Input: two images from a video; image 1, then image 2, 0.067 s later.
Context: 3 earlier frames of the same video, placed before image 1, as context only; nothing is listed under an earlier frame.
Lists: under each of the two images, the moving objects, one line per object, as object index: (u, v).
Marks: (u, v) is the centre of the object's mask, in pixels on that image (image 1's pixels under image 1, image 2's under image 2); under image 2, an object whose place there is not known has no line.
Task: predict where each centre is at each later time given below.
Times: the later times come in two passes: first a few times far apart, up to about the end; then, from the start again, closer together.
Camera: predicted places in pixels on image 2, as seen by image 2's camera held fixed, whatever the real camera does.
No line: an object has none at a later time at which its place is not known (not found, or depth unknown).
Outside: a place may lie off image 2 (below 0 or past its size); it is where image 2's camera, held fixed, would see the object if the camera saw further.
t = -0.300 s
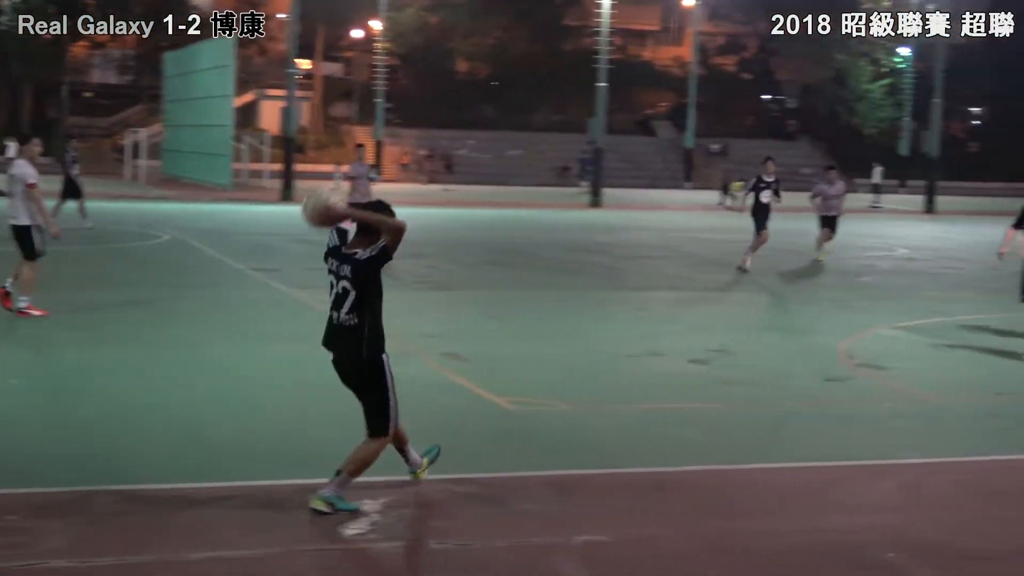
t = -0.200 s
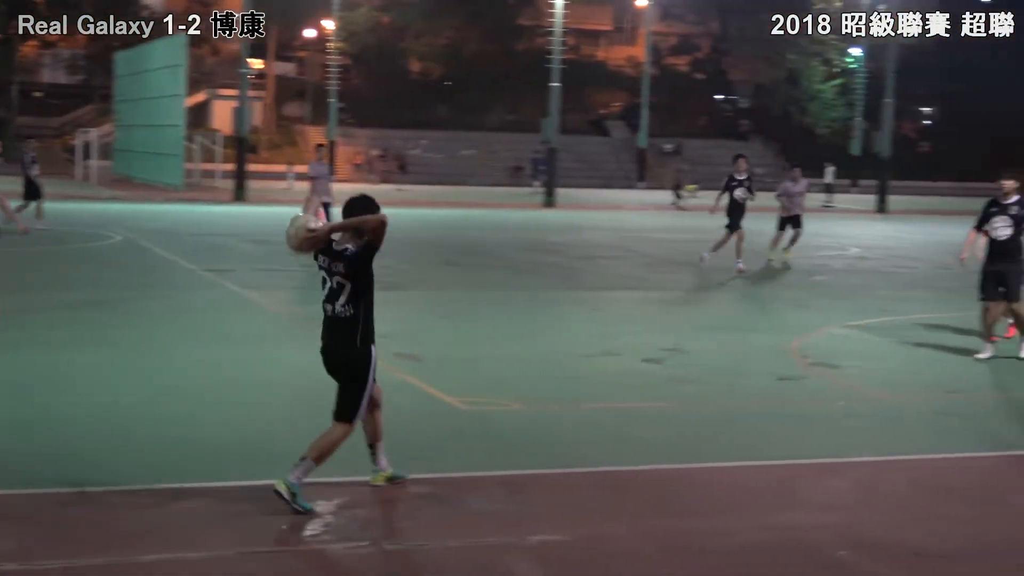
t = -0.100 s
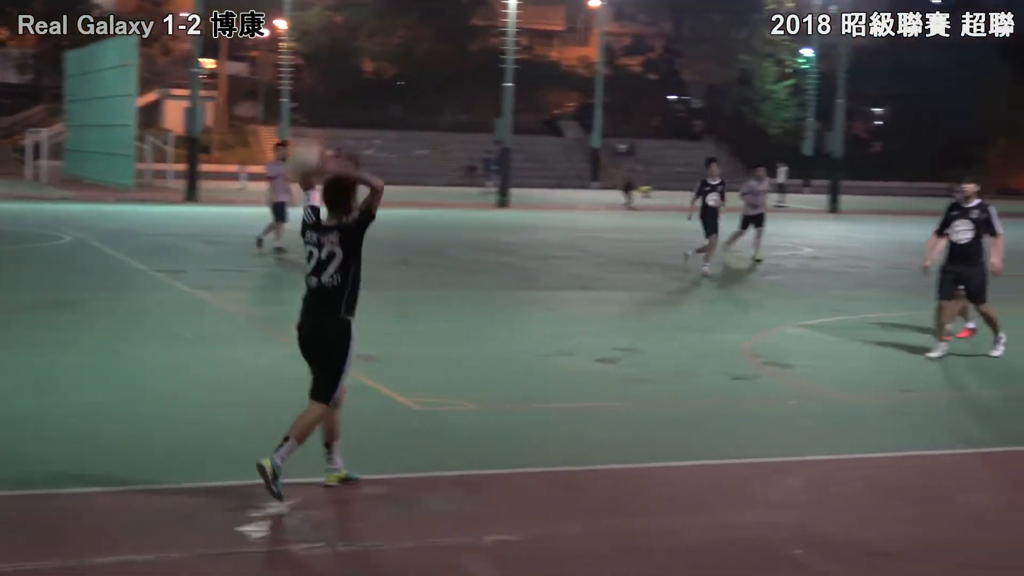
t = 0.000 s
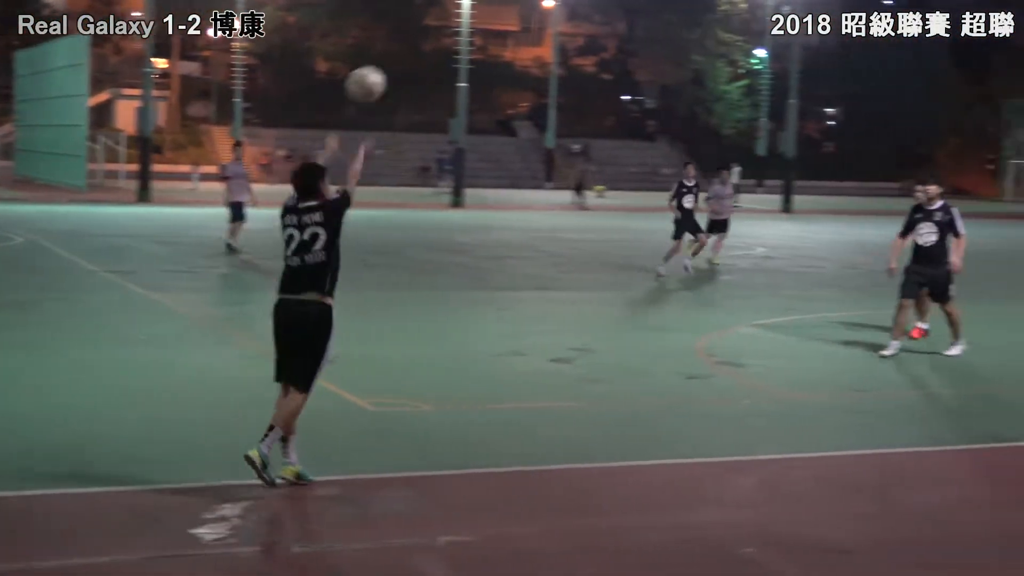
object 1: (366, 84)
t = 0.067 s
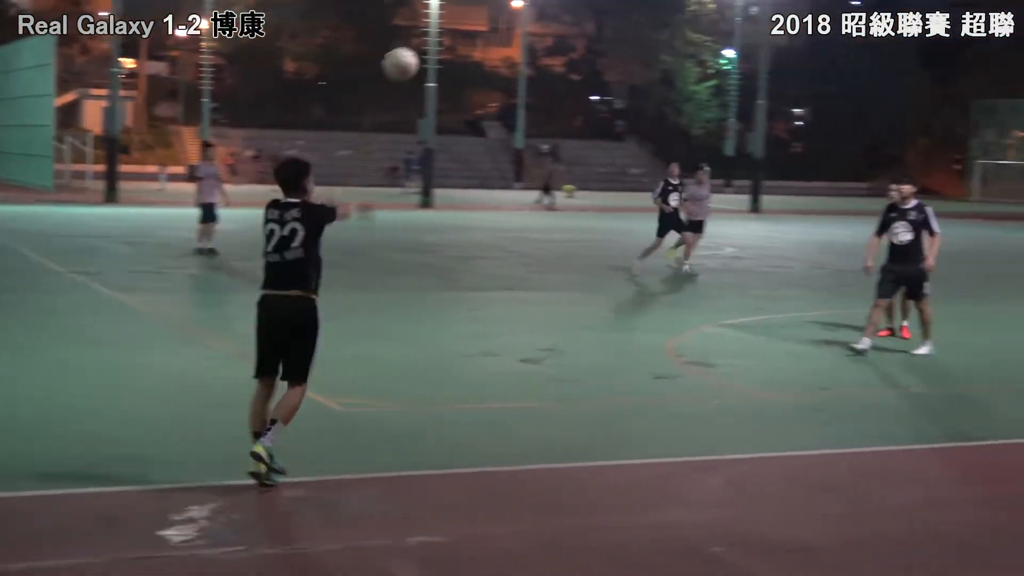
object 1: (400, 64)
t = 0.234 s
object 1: (529, 49)
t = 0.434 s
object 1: (633, 73)
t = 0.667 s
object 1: (717, 138)
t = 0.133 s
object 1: (458, 54)
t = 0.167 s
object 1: (483, 51)
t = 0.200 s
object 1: (507, 50)
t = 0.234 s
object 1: (529, 49)
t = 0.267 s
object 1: (549, 52)
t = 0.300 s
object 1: (568, 55)
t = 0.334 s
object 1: (585, 58)
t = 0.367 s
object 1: (602, 63)
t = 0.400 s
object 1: (617, 68)
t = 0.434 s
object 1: (633, 73)
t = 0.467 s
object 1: (647, 80)
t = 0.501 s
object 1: (660, 88)
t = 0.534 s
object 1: (673, 97)
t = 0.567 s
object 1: (685, 106)
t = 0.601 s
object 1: (697, 116)
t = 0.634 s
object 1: (707, 127)
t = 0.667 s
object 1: (717, 138)
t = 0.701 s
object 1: (727, 151)
